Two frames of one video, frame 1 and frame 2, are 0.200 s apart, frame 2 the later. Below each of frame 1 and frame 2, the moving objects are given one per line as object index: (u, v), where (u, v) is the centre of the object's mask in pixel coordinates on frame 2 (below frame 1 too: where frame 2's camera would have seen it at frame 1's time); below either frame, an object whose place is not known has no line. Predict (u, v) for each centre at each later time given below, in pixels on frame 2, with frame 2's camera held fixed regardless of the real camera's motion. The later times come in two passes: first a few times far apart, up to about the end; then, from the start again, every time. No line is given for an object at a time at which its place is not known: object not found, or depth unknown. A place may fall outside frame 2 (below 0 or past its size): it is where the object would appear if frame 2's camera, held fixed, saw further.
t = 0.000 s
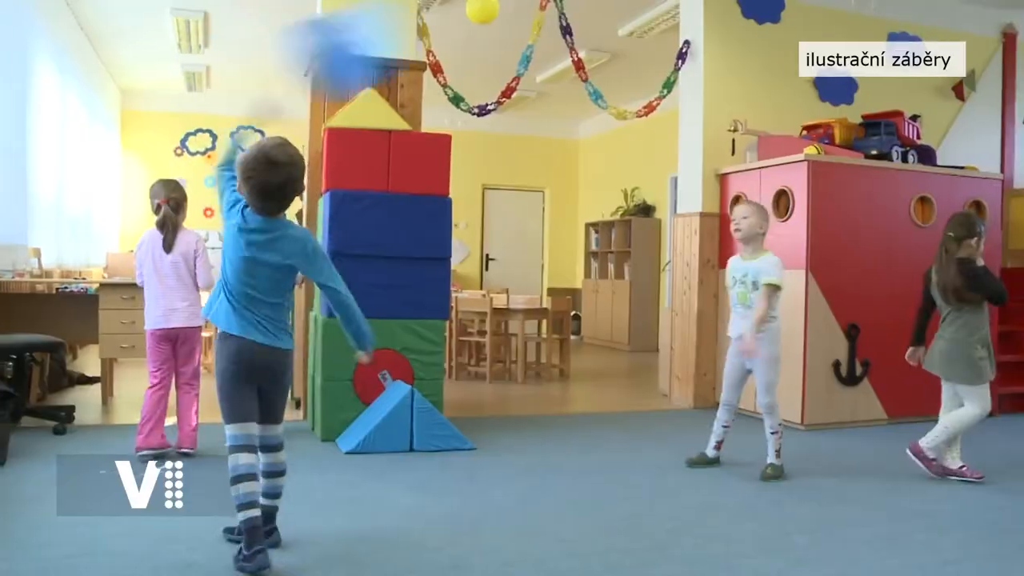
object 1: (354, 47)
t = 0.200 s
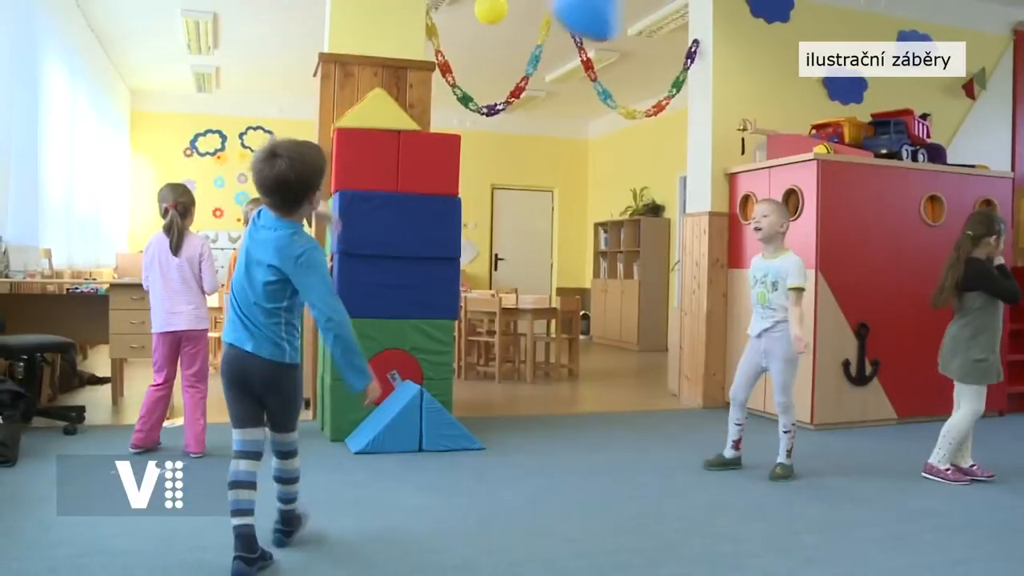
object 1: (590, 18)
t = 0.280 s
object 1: (621, 16)
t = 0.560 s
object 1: (682, 23)
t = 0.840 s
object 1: (716, 47)
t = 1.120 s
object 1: (740, 92)
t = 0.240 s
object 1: (605, 16)
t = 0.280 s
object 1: (621, 16)
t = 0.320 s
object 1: (634, 17)
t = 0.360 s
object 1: (644, 17)
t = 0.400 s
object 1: (654, 18)
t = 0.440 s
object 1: (661, 19)
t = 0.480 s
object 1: (669, 20)
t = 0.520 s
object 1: (676, 22)
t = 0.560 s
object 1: (682, 23)
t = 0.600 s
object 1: (688, 25)
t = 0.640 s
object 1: (693, 27)
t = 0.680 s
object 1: (698, 30)
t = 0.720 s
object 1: (703, 33)
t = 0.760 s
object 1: (708, 38)
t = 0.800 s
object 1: (712, 42)
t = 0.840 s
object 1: (716, 47)
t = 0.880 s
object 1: (720, 53)
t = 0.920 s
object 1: (724, 58)
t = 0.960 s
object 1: (727, 64)
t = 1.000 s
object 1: (731, 70)
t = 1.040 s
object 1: (735, 77)
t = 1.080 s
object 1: (738, 85)
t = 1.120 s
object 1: (740, 92)
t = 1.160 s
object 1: (743, 101)
